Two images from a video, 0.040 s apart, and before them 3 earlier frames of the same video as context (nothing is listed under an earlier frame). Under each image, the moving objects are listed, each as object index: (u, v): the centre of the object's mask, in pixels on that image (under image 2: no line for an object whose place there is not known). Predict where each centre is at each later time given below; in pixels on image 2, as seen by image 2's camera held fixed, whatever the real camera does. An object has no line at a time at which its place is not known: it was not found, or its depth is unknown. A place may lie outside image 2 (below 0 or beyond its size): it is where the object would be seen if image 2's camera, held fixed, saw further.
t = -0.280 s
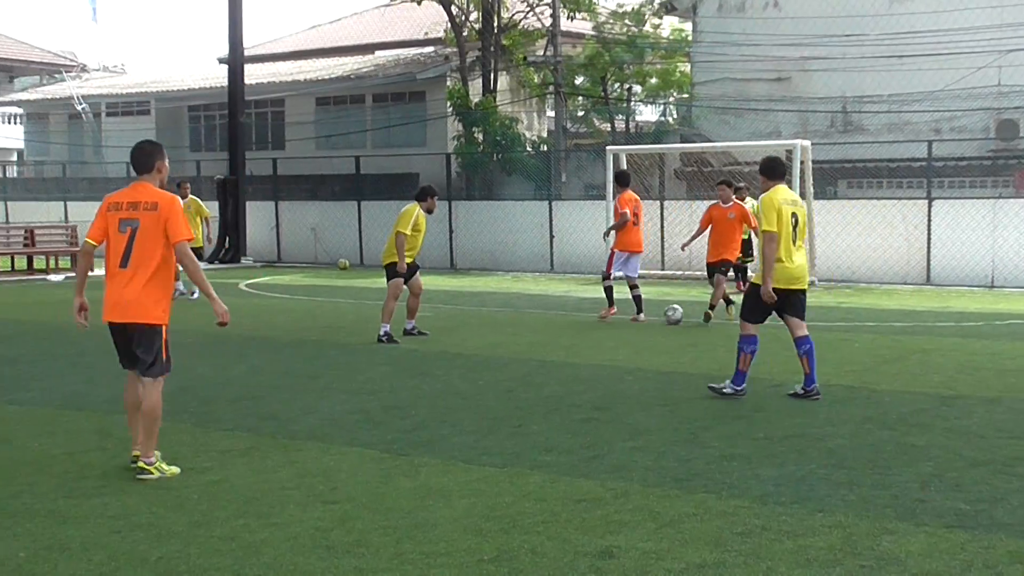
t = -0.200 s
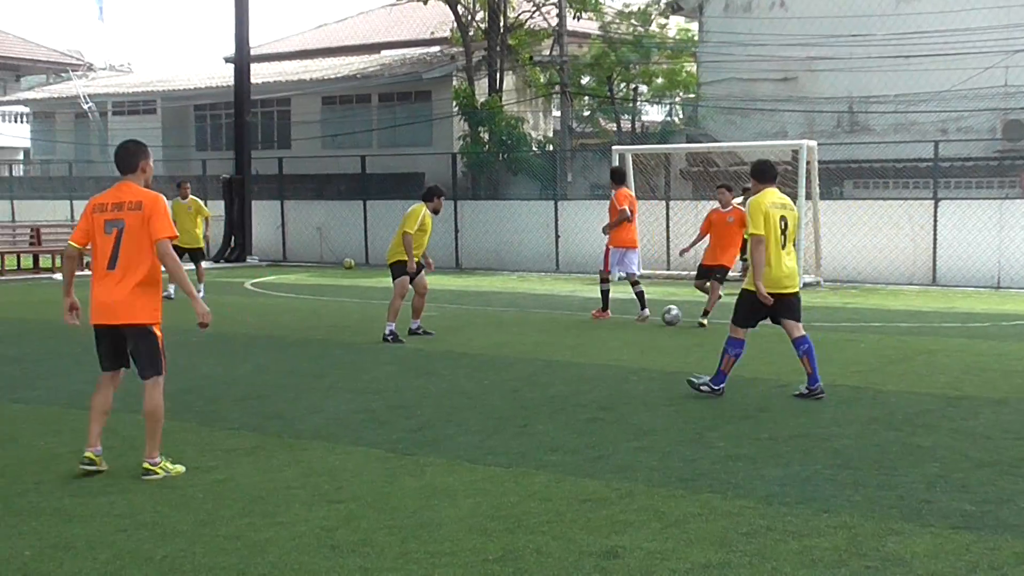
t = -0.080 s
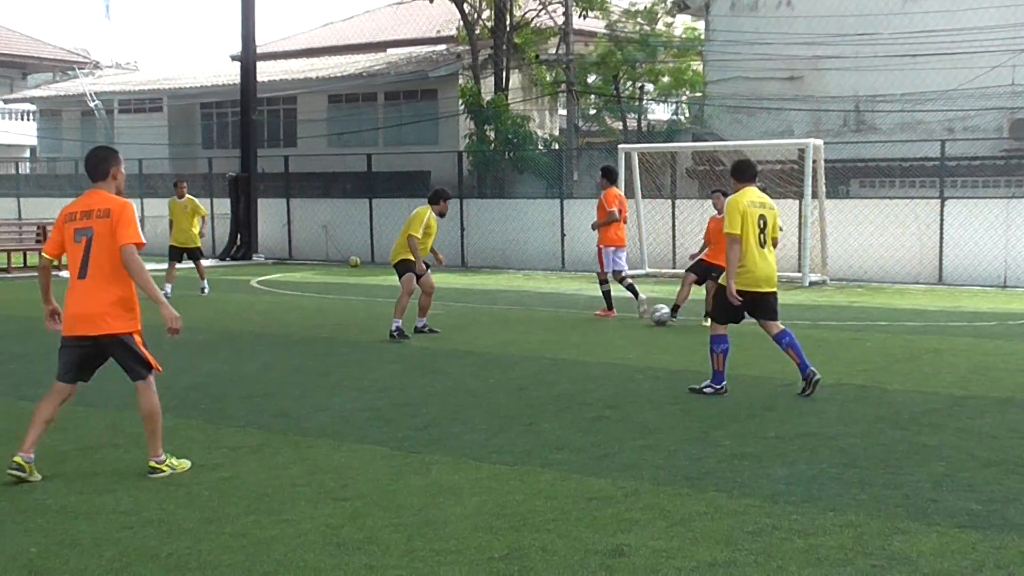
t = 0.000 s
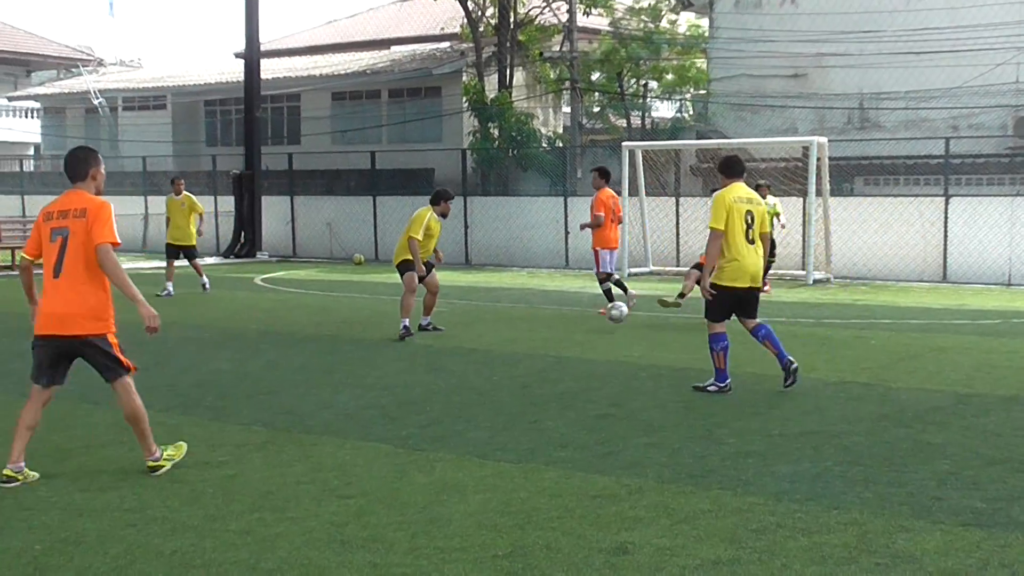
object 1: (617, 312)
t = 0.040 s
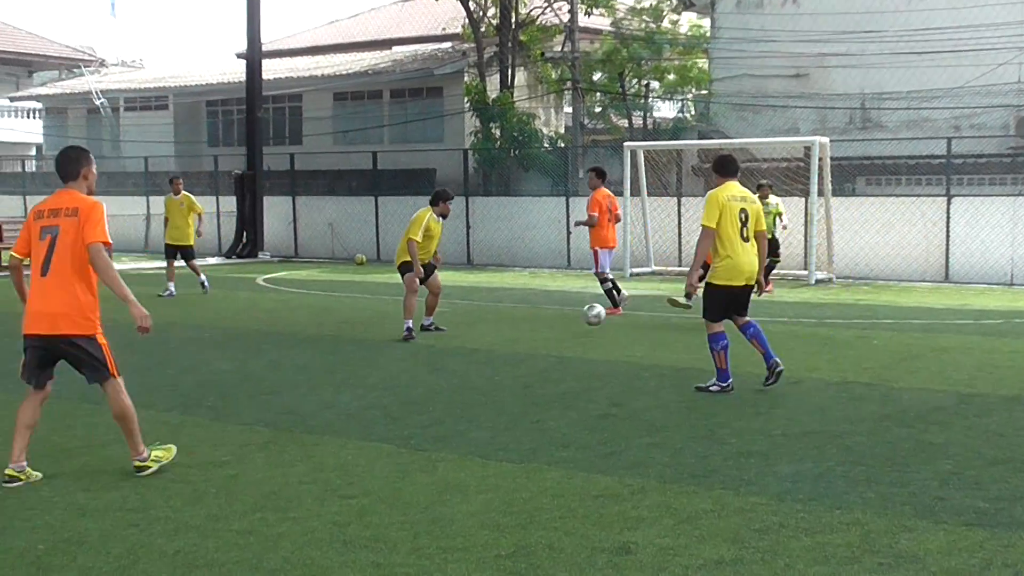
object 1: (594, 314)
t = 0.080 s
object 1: (567, 318)
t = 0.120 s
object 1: (540, 324)
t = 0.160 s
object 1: (512, 331)
